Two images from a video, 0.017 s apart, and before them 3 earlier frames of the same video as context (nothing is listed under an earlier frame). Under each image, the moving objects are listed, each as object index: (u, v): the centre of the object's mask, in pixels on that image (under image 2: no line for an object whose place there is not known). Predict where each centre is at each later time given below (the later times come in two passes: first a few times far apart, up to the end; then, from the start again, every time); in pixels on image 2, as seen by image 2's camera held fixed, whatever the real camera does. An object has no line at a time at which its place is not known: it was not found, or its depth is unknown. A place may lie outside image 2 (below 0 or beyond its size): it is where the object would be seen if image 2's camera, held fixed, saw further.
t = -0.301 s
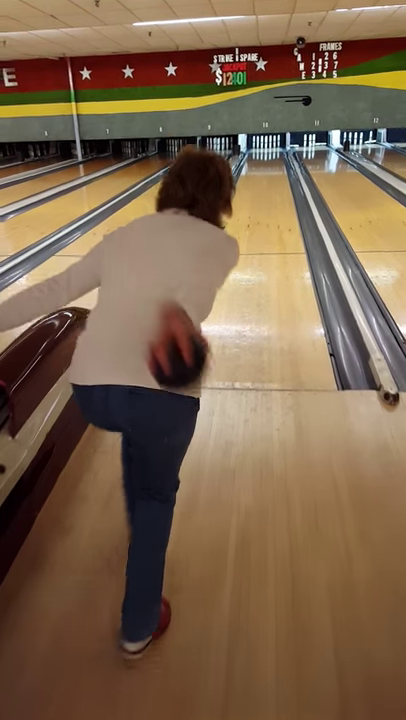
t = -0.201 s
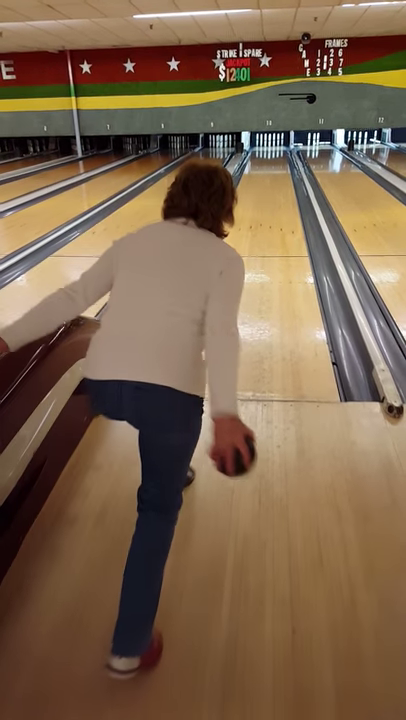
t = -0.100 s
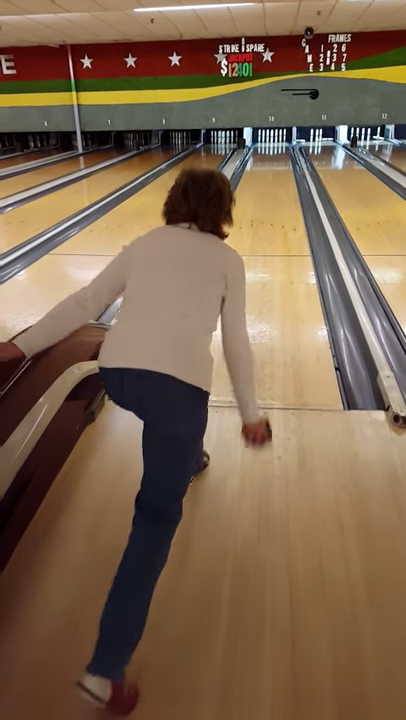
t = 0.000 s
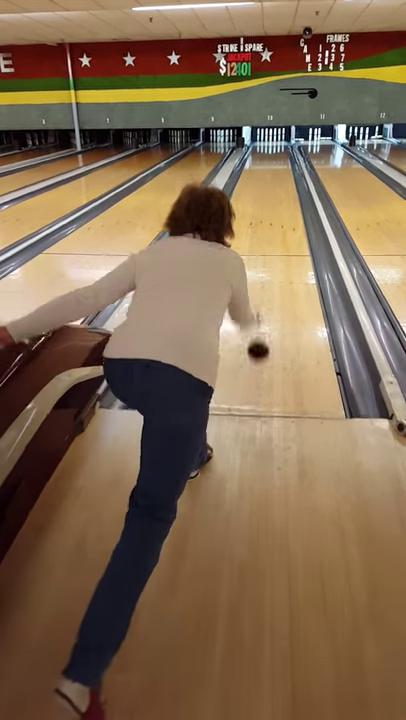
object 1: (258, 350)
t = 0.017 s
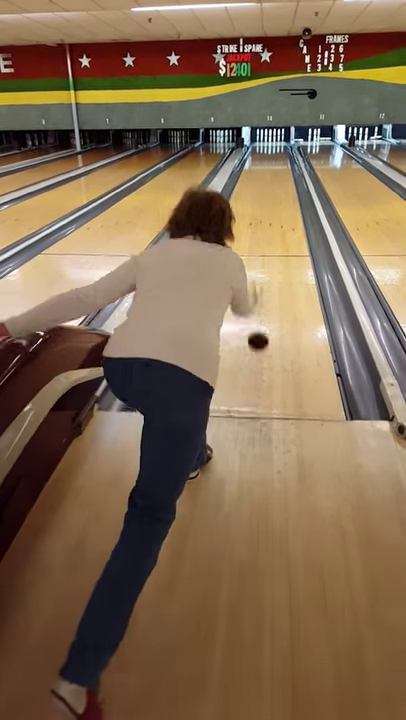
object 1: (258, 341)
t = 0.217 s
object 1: (260, 271)
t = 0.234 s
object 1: (260, 266)
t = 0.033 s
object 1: (257, 331)
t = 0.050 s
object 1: (257, 322)
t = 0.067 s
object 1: (257, 315)
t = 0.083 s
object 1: (257, 308)
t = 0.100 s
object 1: (257, 303)
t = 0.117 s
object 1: (257, 299)
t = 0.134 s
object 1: (257, 296)
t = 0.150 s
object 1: (258, 293)
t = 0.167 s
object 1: (258, 291)
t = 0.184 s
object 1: (259, 285)
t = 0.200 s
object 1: (259, 277)
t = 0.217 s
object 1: (260, 271)
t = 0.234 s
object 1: (260, 266)
